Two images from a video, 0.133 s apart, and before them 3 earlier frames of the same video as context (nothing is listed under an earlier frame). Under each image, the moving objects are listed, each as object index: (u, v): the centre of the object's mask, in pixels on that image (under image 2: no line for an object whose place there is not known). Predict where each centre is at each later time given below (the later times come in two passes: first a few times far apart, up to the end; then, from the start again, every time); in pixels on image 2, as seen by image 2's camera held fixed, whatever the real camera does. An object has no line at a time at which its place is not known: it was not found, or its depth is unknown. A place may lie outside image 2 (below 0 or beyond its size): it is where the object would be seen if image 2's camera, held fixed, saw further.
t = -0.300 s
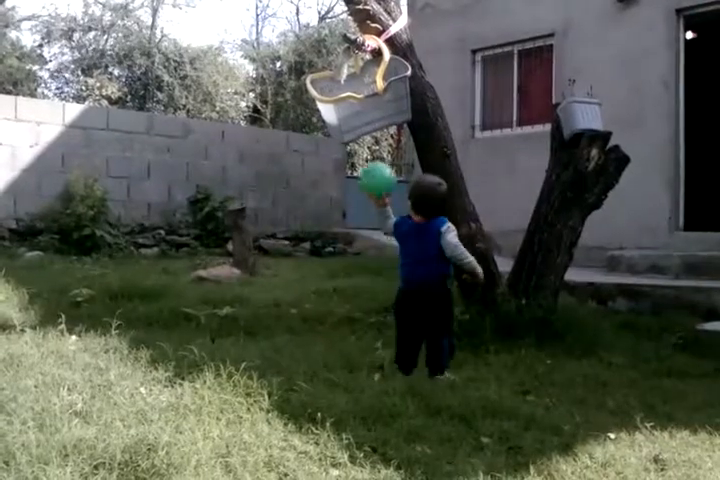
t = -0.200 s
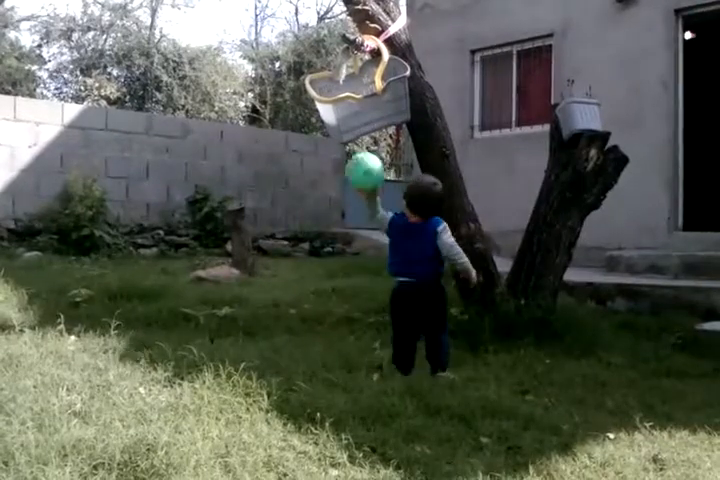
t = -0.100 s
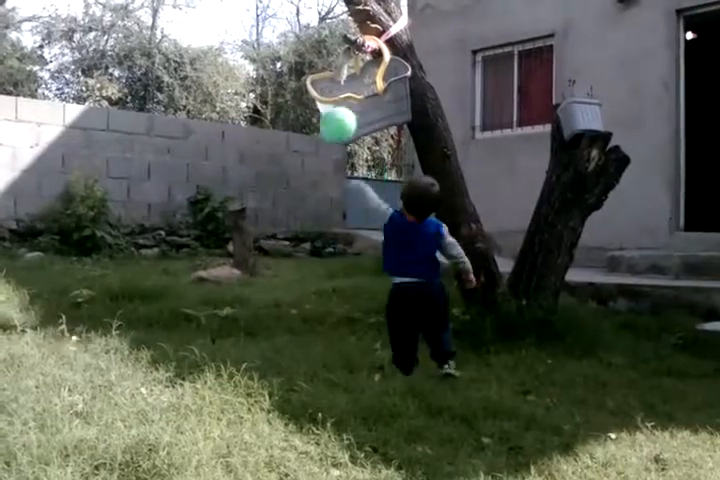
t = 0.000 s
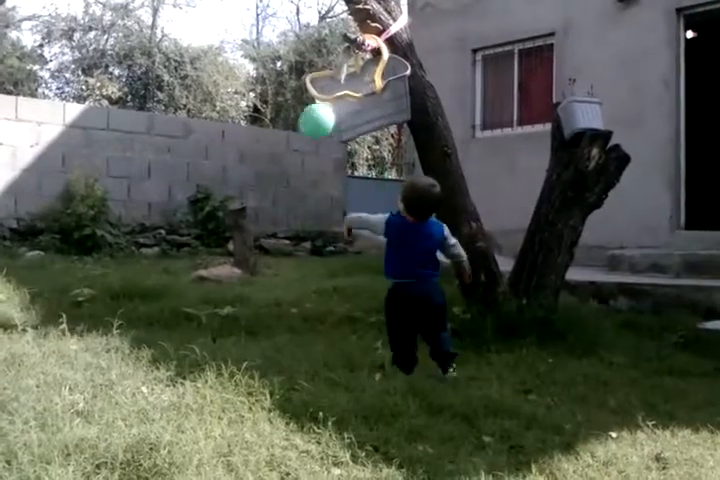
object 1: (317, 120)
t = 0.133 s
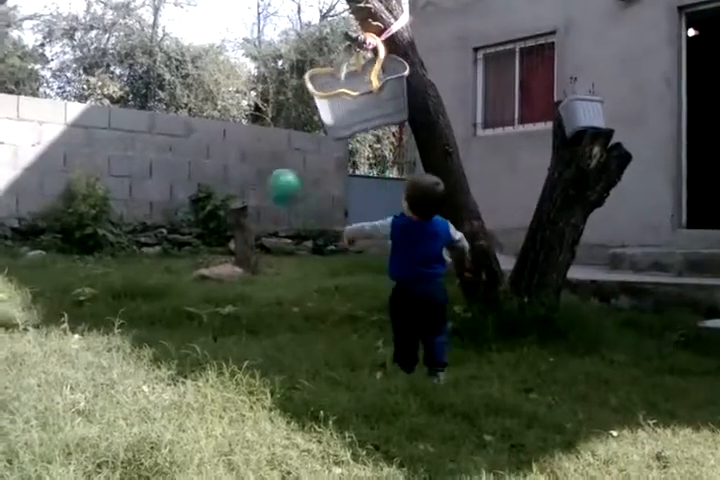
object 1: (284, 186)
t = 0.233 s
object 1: (258, 258)
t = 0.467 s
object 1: (245, 283)
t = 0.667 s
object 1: (254, 263)
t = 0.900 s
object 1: (264, 341)
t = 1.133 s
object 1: (267, 332)
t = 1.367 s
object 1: (267, 335)
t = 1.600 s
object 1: (267, 335)
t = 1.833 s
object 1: (267, 335)
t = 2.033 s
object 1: (267, 335)
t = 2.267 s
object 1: (267, 335)
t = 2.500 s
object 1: (267, 335)
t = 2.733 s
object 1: (267, 335)
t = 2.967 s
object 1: (267, 336)
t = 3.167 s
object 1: (267, 336)
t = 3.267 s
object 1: (267, 336)
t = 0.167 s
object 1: (275, 208)
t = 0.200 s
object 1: (267, 233)
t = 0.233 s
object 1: (258, 258)
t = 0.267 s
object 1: (252, 286)
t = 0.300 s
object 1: (243, 315)
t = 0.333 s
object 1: (239, 334)
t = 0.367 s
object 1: (240, 323)
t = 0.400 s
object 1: (241, 305)
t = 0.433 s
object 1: (242, 294)
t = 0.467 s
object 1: (245, 283)
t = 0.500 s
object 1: (247, 274)
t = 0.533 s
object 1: (249, 267)
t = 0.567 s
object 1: (250, 263)
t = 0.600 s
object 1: (250, 262)
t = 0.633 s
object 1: (252, 262)
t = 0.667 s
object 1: (254, 263)
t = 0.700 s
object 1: (255, 268)
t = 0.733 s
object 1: (257, 275)
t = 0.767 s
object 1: (260, 283)
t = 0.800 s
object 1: (261, 295)
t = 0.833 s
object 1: (262, 308)
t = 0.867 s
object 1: (264, 329)
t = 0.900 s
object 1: (264, 341)
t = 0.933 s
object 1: (265, 336)
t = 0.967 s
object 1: (266, 331)
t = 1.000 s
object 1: (266, 329)
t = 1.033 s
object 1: (266, 327)
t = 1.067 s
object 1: (266, 327)
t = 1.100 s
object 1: (266, 331)
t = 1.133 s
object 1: (267, 332)
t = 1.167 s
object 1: (267, 335)
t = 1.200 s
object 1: (267, 335)
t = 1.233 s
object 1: (268, 335)
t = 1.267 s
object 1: (267, 334)
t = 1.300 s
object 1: (267, 335)
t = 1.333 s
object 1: (267, 335)
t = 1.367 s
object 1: (267, 335)
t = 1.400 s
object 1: (267, 335)
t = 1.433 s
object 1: (267, 335)
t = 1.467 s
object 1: (267, 335)
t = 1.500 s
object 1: (268, 335)
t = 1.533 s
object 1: (267, 335)
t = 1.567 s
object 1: (267, 335)
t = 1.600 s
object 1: (267, 335)
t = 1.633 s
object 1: (267, 335)
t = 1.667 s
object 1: (267, 335)
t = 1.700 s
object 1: (267, 335)
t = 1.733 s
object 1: (267, 335)
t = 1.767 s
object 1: (267, 335)
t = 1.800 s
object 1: (267, 335)
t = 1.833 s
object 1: (267, 335)
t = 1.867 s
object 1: (267, 335)
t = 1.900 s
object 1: (267, 335)
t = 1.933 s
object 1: (267, 335)
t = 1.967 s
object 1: (267, 335)
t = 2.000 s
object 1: (267, 335)
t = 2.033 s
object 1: (267, 335)
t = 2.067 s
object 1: (267, 335)
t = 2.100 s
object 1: (267, 335)
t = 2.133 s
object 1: (267, 335)
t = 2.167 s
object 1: (268, 335)
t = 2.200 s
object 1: (267, 335)
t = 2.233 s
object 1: (267, 335)
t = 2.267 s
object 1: (267, 335)
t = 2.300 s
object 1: (268, 335)
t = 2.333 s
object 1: (267, 335)
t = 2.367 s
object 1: (267, 335)
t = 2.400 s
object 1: (267, 335)
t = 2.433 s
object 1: (267, 335)
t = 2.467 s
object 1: (267, 335)
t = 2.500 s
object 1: (267, 335)
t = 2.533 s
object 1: (267, 335)
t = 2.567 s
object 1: (267, 335)
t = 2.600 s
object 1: (267, 335)
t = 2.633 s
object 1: (267, 335)
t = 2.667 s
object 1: (267, 335)
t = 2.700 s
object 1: (267, 335)
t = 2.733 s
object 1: (267, 335)
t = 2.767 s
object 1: (267, 336)
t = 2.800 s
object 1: (267, 336)
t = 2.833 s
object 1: (267, 336)
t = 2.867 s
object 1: (267, 336)
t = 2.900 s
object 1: (267, 336)
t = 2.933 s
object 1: (267, 335)
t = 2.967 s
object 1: (267, 336)
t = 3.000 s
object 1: (267, 336)
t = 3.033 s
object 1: (267, 336)
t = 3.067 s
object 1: (267, 336)
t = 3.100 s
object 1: (267, 336)
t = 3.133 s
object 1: (267, 336)
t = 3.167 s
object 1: (267, 336)
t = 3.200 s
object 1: (267, 336)
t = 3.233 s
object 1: (267, 336)
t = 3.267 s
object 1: (267, 336)
